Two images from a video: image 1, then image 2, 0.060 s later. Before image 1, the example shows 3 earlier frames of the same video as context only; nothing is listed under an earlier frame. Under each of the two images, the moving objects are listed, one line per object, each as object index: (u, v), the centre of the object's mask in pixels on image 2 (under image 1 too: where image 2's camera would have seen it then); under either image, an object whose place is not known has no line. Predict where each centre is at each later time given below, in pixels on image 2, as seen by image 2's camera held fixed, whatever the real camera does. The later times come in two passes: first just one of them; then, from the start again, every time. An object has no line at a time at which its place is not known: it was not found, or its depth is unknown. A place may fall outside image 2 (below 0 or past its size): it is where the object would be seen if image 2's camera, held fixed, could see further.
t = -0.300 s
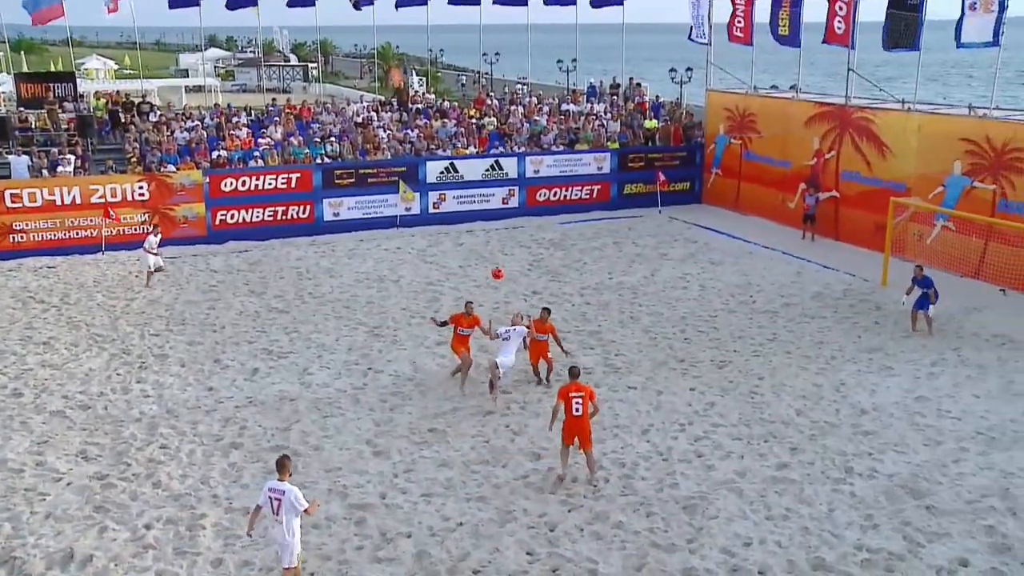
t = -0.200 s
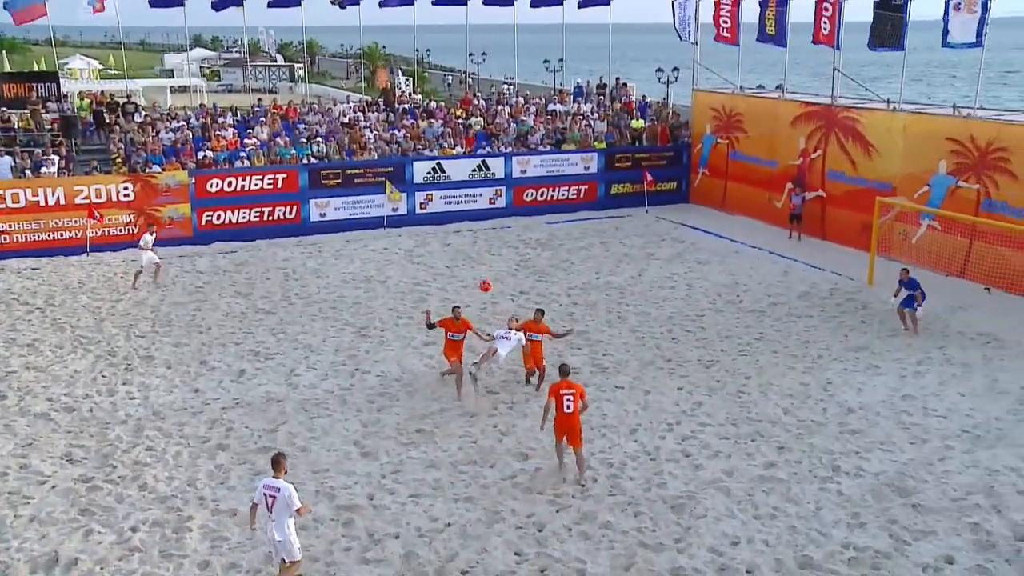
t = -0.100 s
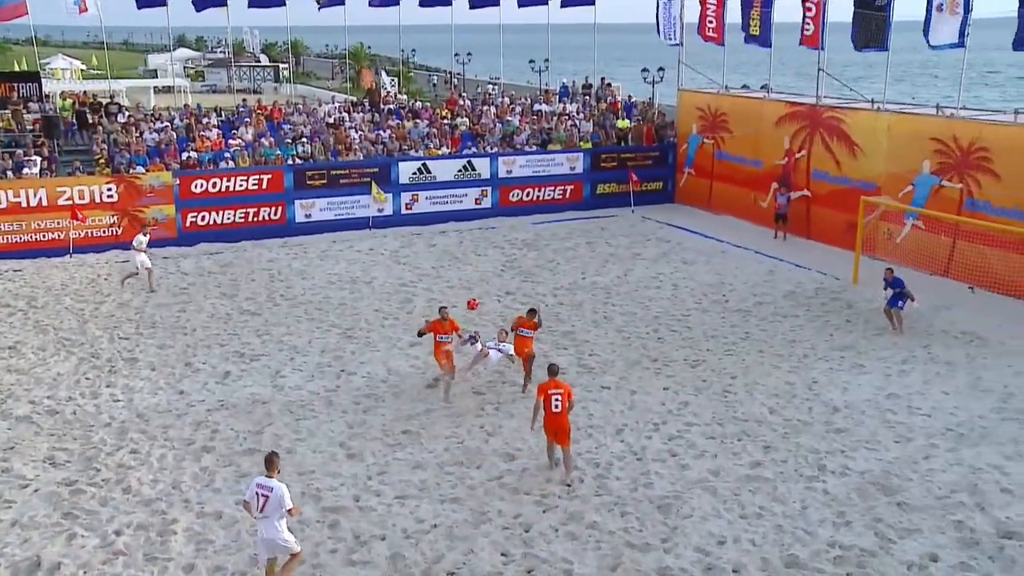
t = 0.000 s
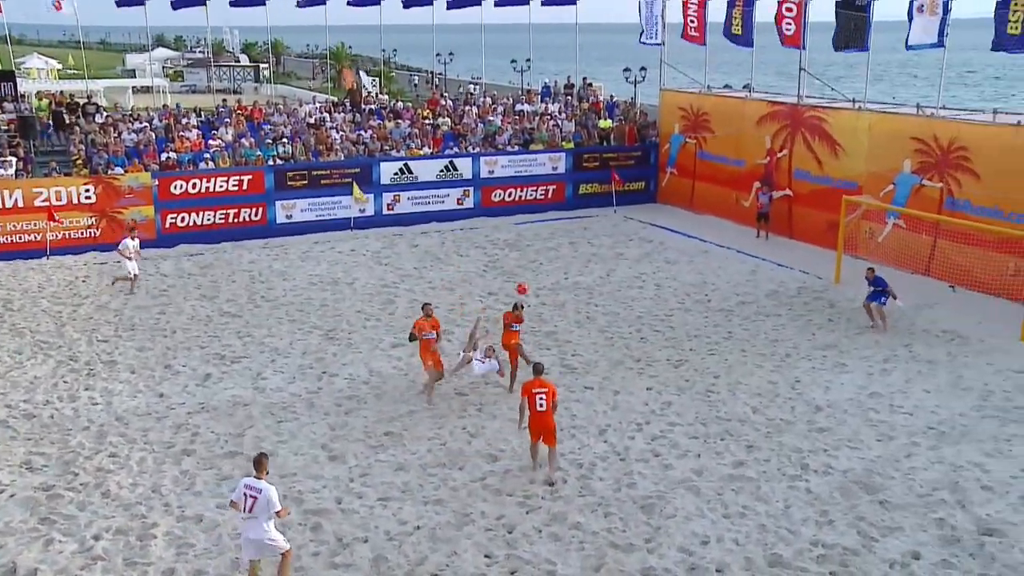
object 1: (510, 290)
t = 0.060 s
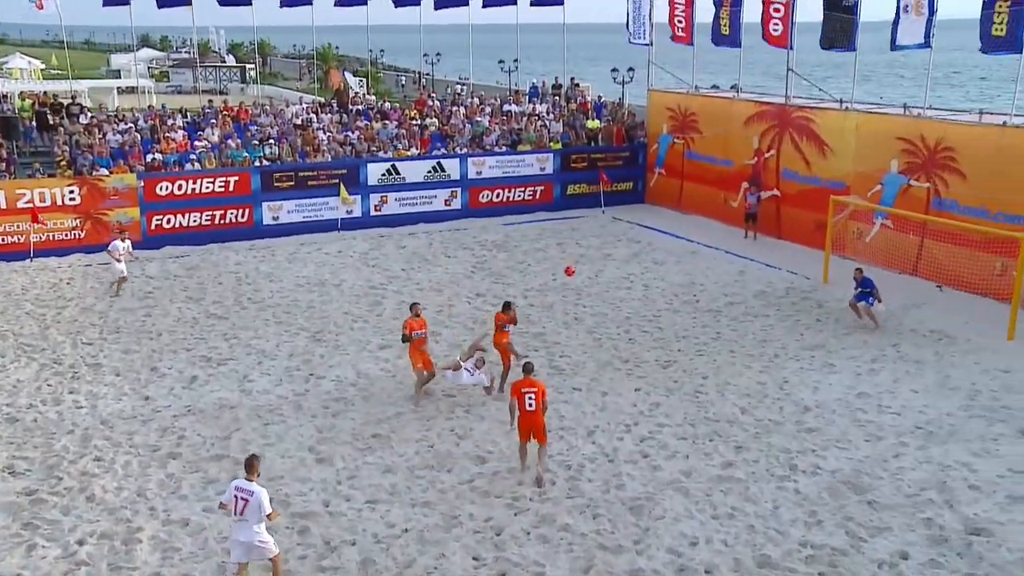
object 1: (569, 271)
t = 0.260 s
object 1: (727, 231)
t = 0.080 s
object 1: (588, 265)
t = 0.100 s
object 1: (605, 260)
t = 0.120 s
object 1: (622, 254)
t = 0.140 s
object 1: (639, 250)
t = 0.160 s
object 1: (655, 246)
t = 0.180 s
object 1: (670, 241)
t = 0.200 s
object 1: (685, 238)
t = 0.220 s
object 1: (700, 235)
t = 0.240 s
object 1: (713, 233)
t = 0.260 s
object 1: (727, 231)
